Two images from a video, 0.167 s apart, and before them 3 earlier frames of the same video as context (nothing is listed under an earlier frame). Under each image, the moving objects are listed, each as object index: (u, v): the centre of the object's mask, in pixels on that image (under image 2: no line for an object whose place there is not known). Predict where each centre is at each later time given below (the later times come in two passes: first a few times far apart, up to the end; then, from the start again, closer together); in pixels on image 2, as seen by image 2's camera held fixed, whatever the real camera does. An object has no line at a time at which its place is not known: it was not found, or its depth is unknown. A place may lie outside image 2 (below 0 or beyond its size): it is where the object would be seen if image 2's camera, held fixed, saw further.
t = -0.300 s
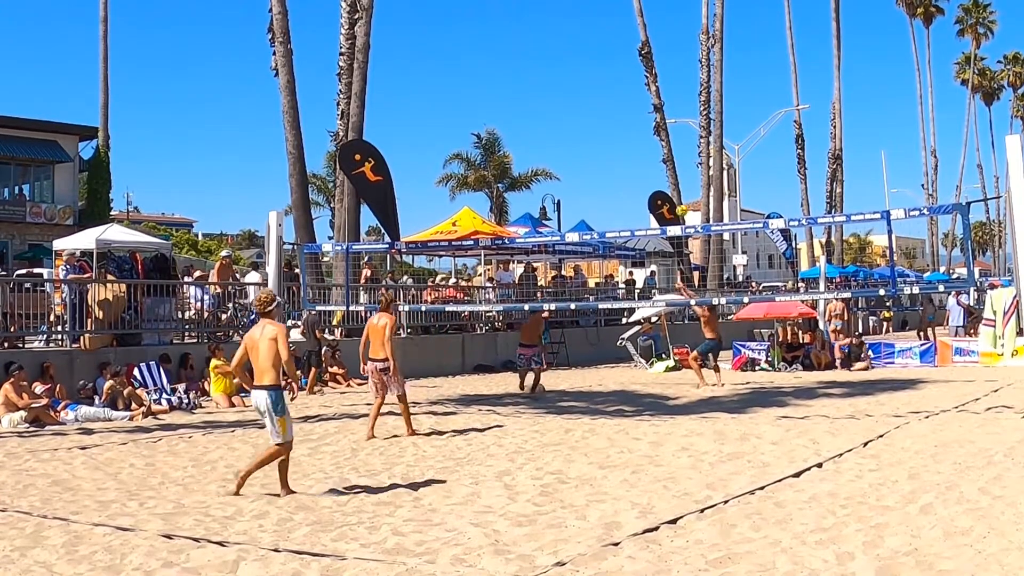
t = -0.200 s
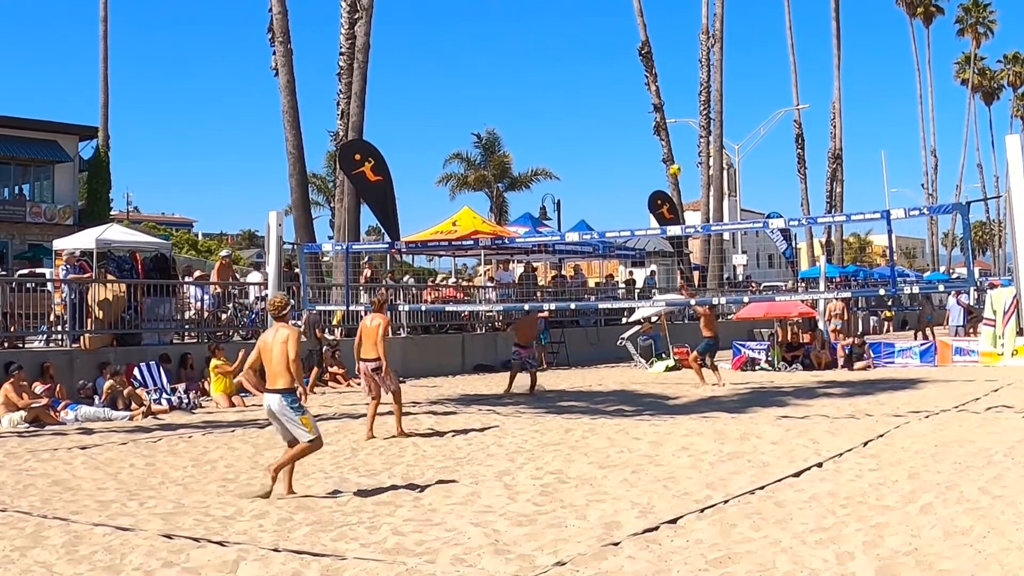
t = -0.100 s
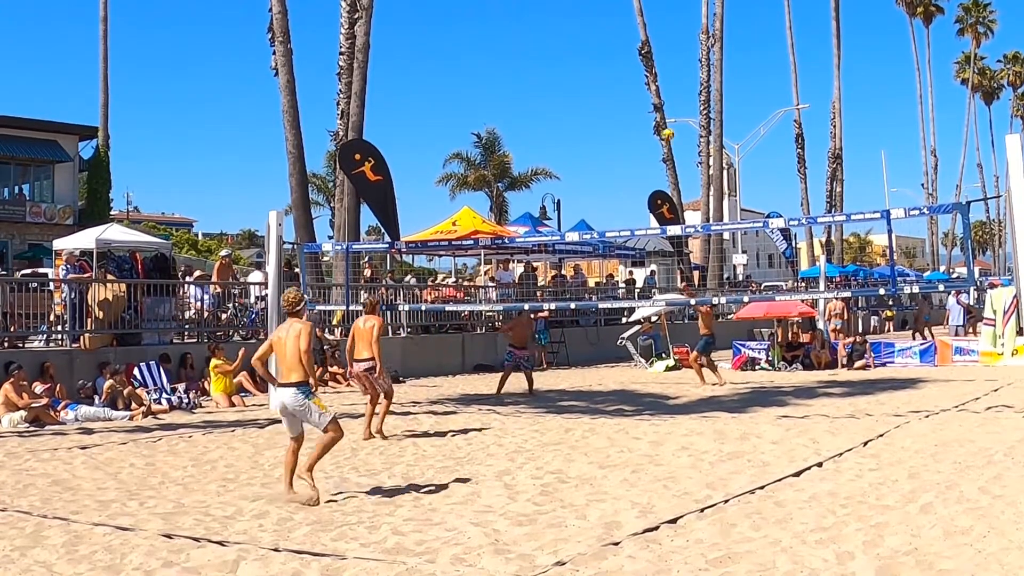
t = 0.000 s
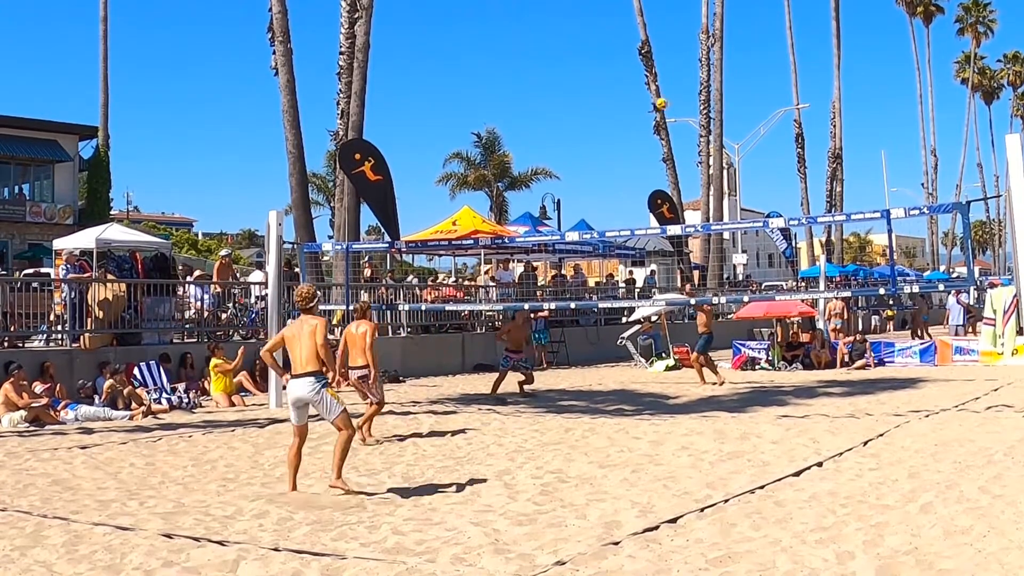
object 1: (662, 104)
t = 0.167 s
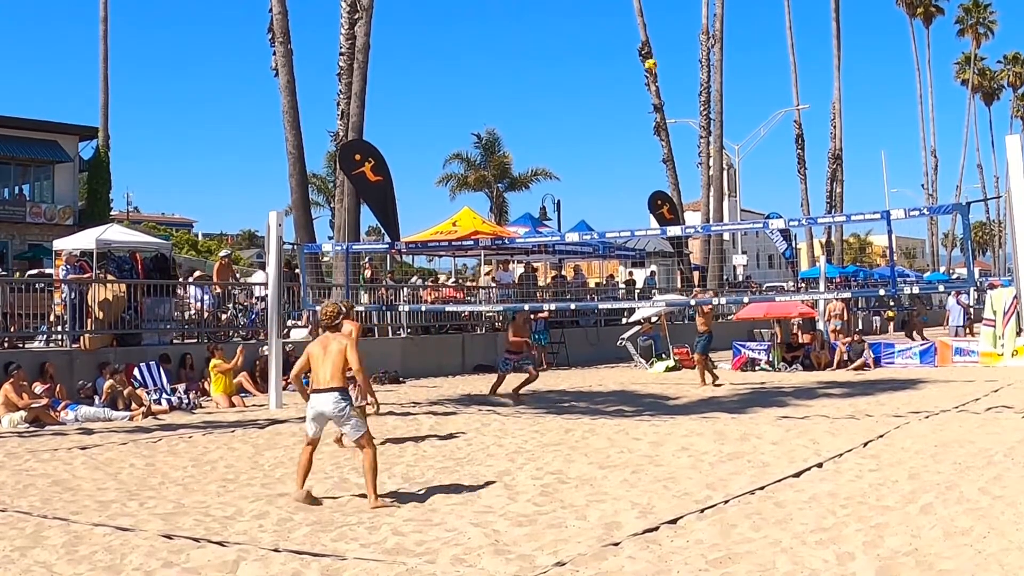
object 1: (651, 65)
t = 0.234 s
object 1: (646, 54)
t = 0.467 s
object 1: (630, 31)
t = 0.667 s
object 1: (617, 34)
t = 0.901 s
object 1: (602, 69)
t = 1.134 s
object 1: (586, 138)
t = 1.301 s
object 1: (574, 210)
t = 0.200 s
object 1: (648, 59)
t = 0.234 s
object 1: (646, 54)
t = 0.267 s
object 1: (644, 49)
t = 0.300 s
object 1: (642, 45)
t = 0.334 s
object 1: (639, 40)
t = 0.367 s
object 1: (636, 37)
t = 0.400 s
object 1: (635, 33)
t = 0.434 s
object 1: (633, 32)
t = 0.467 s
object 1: (630, 31)
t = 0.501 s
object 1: (628, 30)
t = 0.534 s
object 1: (626, 29)
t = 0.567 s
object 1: (624, 30)
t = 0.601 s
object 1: (622, 31)
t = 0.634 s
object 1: (620, 32)
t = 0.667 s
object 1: (617, 34)
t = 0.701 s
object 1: (615, 37)
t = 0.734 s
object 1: (613, 41)
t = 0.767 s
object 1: (611, 45)
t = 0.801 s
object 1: (608, 50)
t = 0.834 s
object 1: (606, 55)
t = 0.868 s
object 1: (604, 62)
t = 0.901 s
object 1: (602, 69)
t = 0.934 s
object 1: (599, 76)
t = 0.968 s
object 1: (597, 84)
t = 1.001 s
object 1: (595, 94)
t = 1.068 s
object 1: (590, 114)
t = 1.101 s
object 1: (588, 125)
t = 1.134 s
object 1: (586, 138)
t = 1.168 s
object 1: (583, 151)
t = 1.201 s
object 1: (581, 164)
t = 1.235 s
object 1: (579, 179)
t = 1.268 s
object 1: (577, 194)
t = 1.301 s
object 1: (574, 210)
